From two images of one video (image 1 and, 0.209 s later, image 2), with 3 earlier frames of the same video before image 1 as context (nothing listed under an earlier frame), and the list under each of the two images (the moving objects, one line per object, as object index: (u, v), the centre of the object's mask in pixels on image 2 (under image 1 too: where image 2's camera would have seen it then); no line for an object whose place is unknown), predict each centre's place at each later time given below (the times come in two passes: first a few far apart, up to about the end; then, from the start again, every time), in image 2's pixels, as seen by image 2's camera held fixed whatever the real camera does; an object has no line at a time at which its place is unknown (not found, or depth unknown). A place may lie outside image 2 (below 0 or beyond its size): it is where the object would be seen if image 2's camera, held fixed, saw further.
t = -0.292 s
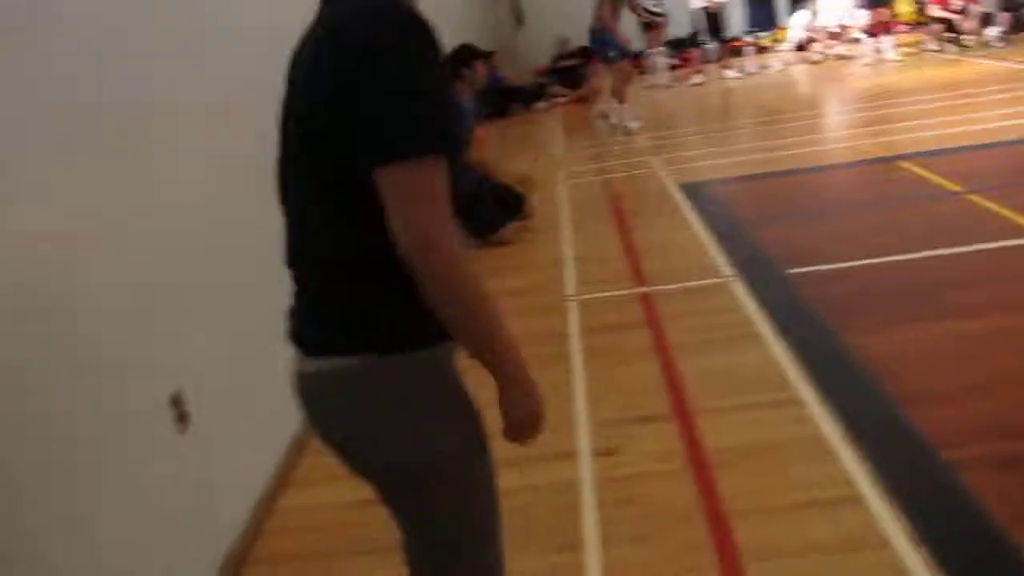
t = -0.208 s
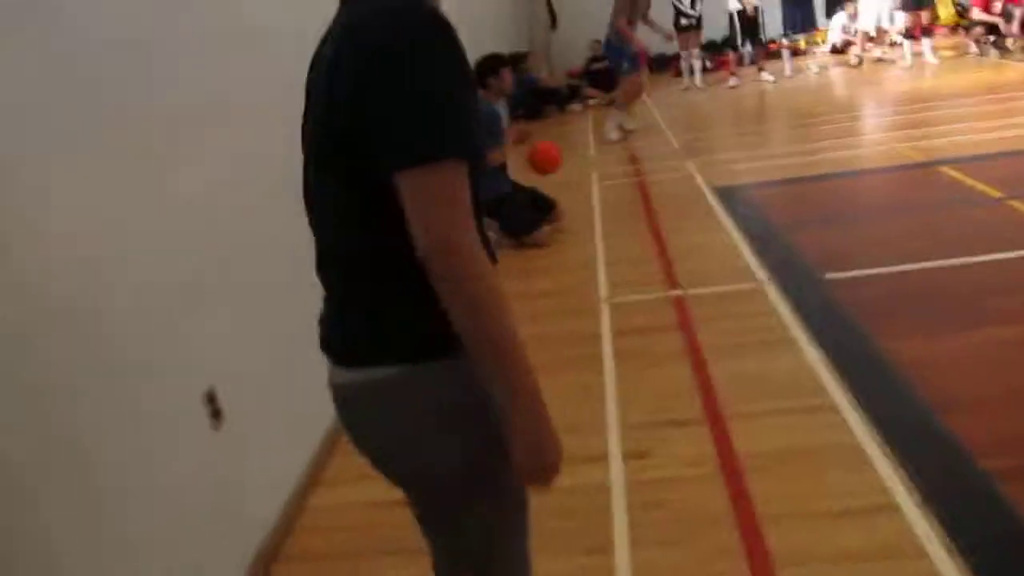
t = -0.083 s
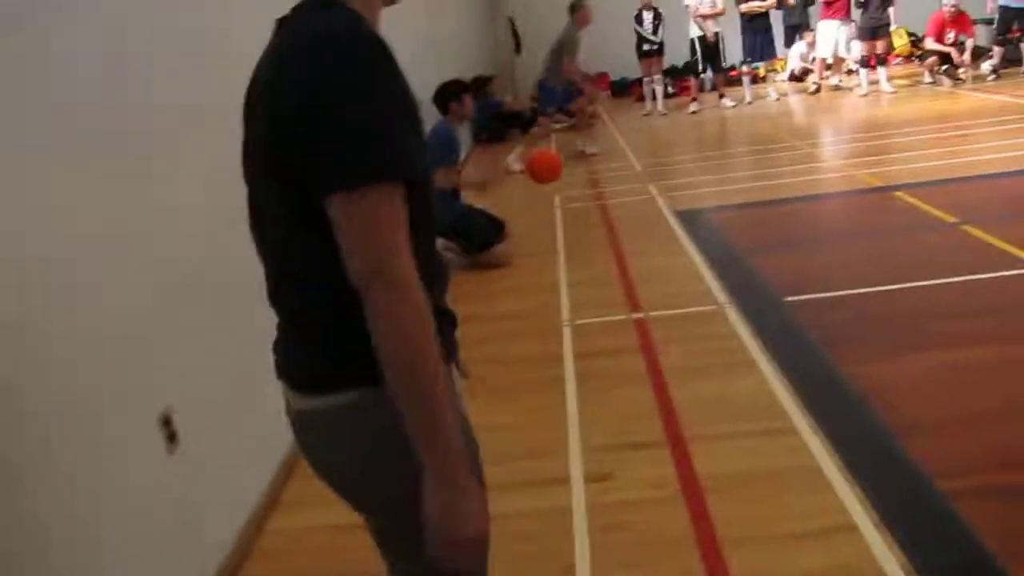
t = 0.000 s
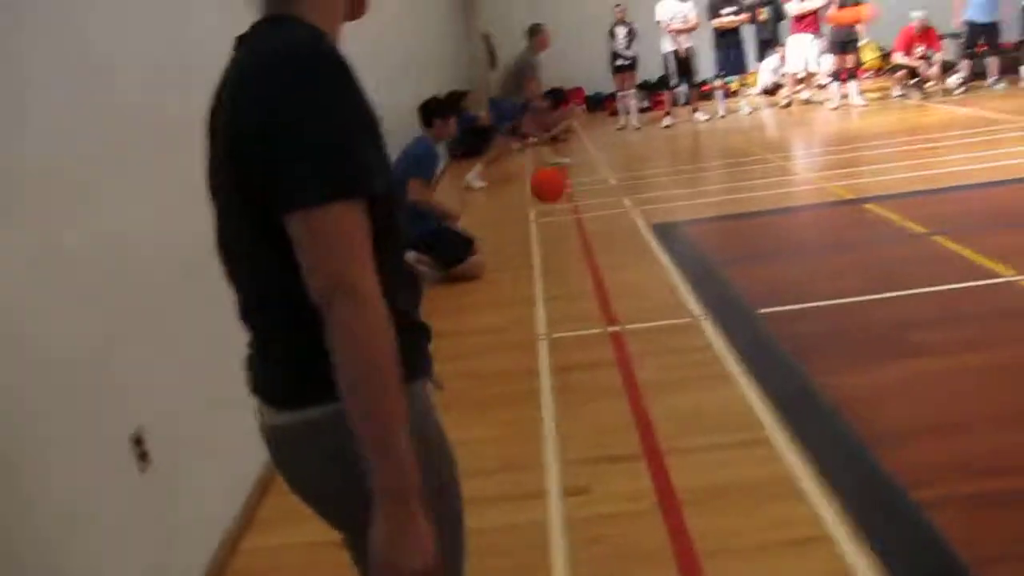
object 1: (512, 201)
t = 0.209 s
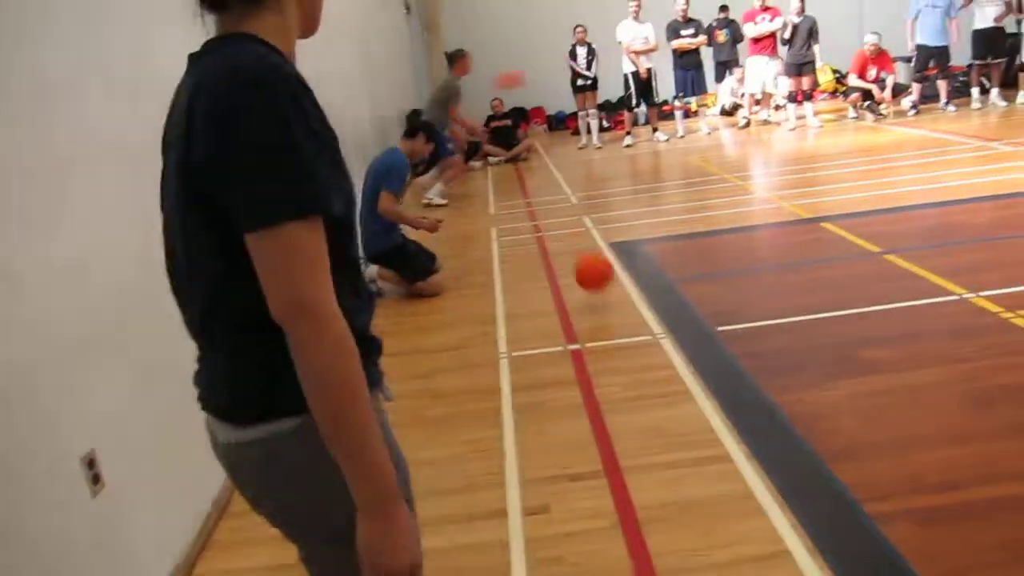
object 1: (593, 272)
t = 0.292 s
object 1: (617, 284)
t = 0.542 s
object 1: (671, 283)
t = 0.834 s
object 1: (758, 346)
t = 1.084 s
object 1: (855, 405)
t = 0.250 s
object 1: (611, 294)
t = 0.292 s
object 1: (617, 284)
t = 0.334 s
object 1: (625, 276)
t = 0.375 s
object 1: (634, 271)
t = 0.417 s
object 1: (642, 268)
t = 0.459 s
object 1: (650, 270)
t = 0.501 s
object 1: (660, 275)
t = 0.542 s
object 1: (671, 283)
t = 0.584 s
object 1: (681, 296)
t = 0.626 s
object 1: (695, 314)
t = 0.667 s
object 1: (707, 334)
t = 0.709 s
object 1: (719, 346)
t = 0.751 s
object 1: (731, 342)
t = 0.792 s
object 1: (744, 342)
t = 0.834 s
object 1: (758, 346)
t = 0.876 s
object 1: (771, 355)
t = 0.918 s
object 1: (787, 368)
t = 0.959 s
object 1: (803, 386)
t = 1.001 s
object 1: (820, 399)
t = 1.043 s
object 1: (836, 399)
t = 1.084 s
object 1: (855, 405)
